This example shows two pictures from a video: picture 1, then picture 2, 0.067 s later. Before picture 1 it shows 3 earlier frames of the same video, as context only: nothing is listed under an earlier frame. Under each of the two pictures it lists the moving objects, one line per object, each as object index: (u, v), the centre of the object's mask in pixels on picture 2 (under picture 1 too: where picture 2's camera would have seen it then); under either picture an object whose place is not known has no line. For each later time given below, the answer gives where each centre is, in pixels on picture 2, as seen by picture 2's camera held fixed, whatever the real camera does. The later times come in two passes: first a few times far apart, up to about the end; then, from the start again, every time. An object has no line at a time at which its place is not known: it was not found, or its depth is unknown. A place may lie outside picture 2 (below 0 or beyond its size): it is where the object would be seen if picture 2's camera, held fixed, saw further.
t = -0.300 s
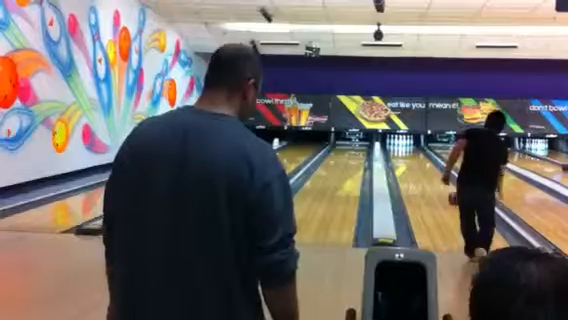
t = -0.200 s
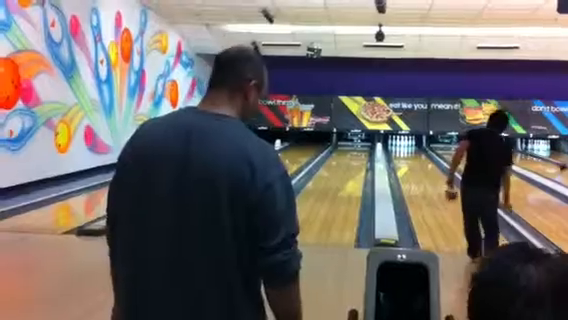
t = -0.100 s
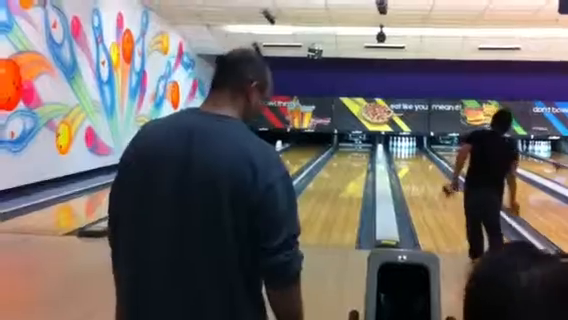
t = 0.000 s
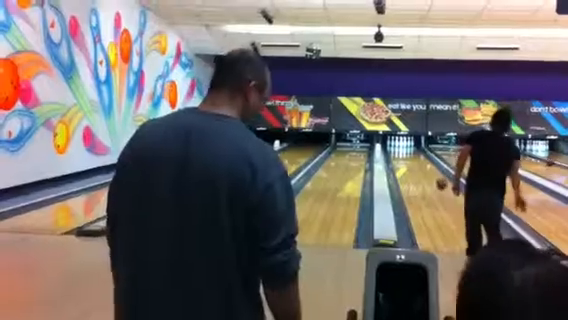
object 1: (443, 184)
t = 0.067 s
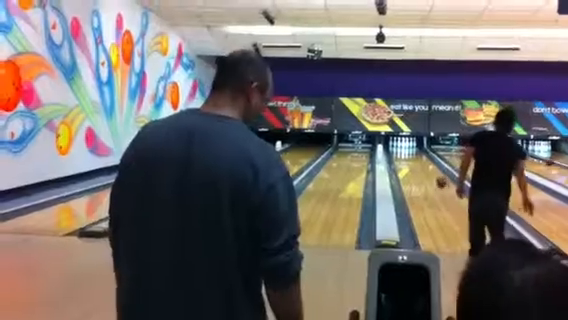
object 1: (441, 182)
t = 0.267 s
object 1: (434, 175)
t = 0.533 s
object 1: (426, 168)
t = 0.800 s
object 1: (422, 162)
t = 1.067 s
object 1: (421, 159)
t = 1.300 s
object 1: (416, 155)
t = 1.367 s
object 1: (415, 154)
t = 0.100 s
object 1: (439, 181)
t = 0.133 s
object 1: (438, 180)
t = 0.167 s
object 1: (437, 178)
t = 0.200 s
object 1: (436, 177)
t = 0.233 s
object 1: (435, 176)
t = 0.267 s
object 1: (434, 175)
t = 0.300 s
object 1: (433, 174)
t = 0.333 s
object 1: (432, 173)
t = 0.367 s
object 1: (430, 172)
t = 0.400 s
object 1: (431, 171)
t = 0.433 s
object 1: (430, 171)
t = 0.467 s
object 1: (428, 169)
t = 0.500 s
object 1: (427, 168)
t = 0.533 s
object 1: (426, 168)
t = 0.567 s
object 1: (425, 166)
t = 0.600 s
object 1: (425, 166)
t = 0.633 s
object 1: (424, 165)
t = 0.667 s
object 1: (424, 164)
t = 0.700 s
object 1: (424, 164)
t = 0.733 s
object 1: (424, 164)
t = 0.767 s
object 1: (423, 163)
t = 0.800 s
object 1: (422, 162)
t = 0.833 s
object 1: (423, 162)
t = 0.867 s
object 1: (422, 162)
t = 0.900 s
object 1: (422, 162)
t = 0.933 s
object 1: (421, 161)
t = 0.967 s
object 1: (421, 159)
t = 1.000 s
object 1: (421, 159)
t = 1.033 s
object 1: (420, 159)
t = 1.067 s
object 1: (421, 159)
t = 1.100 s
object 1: (421, 159)
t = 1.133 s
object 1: (419, 158)
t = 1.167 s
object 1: (420, 158)
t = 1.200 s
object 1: (420, 158)
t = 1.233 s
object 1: (416, 155)
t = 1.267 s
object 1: (417, 155)
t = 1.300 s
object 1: (416, 155)
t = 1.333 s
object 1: (416, 155)
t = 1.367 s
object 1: (415, 154)
